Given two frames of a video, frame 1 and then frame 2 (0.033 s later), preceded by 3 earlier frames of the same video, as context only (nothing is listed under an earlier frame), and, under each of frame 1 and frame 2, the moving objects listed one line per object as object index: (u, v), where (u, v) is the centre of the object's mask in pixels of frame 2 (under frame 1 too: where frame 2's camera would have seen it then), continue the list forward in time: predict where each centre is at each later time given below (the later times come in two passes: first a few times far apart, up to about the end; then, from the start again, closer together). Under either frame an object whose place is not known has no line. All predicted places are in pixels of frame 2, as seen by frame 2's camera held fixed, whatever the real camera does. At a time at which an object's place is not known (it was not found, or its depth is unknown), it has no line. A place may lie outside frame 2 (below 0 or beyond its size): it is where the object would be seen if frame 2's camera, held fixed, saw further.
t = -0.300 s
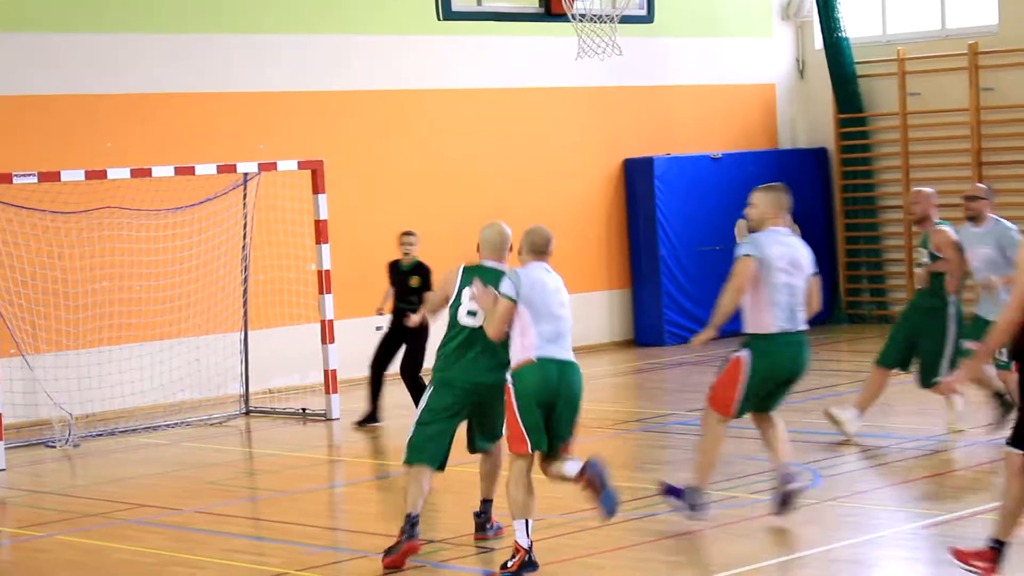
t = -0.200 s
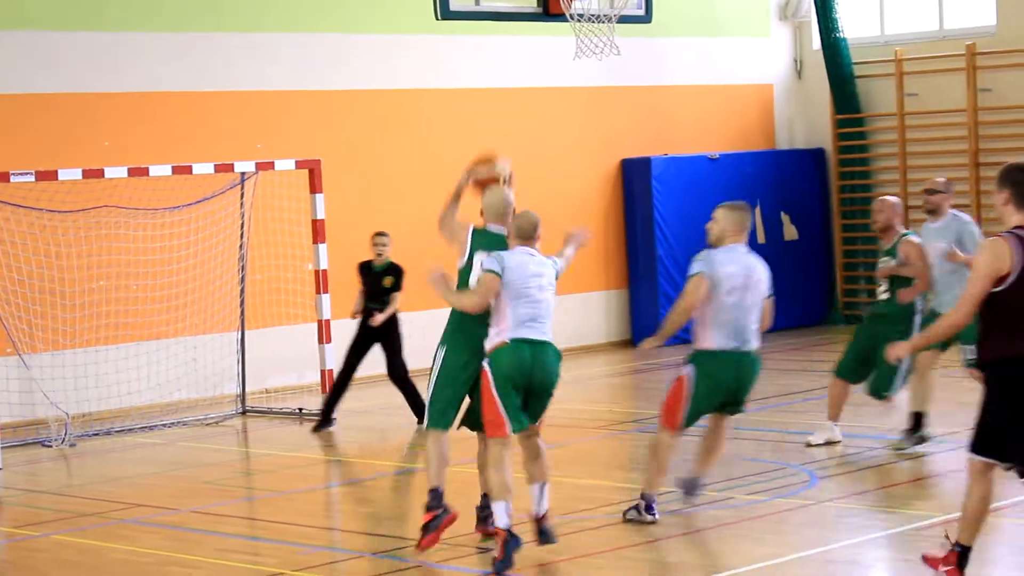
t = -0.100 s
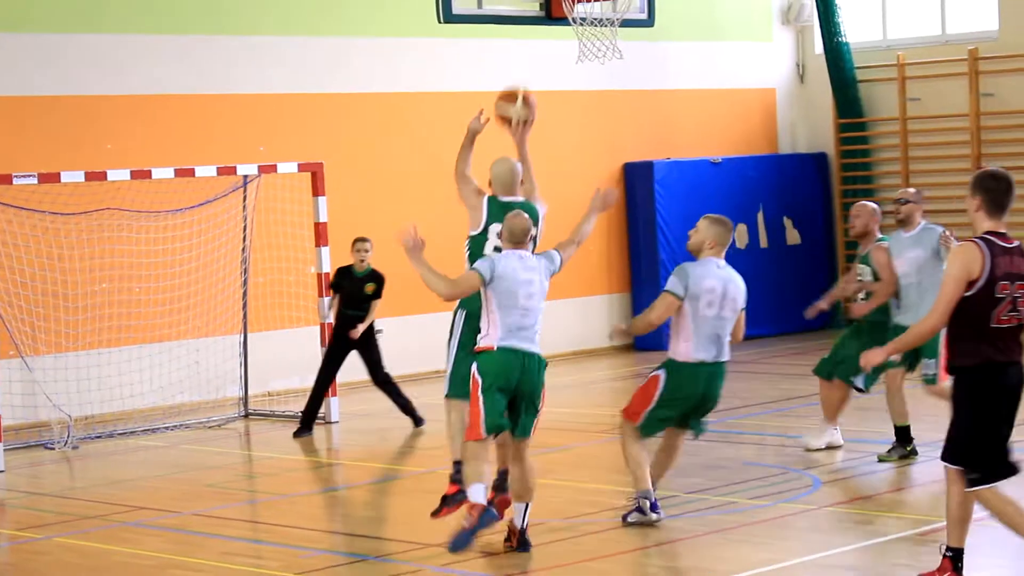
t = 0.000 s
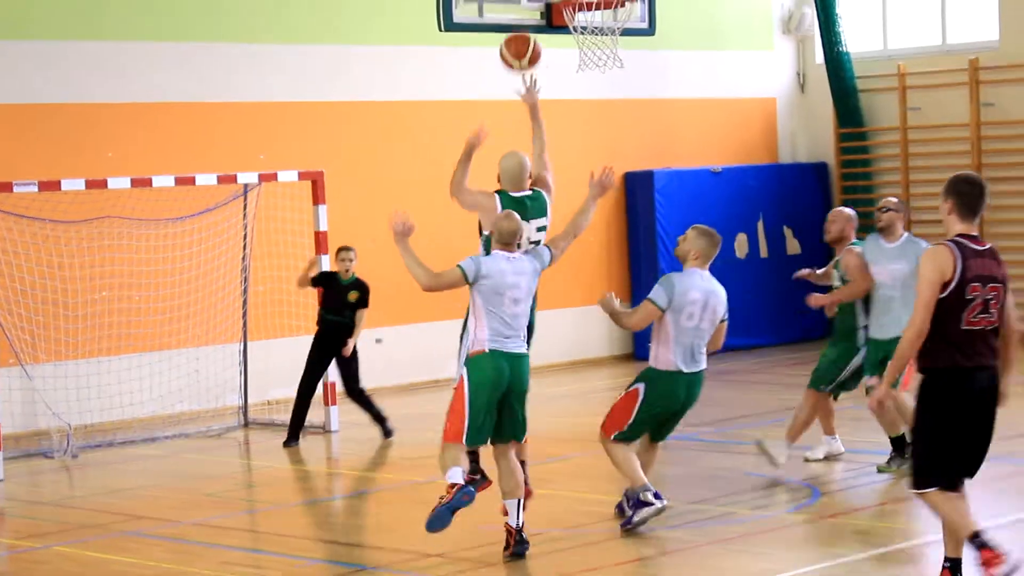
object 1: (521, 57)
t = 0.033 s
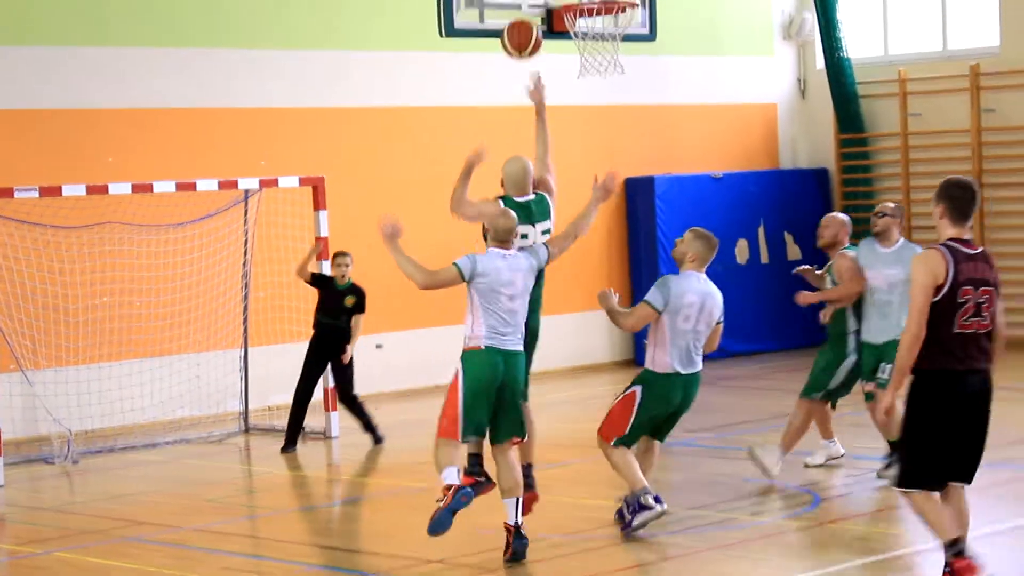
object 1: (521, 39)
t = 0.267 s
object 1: (528, -30)
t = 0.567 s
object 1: (628, 30)
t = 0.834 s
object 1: (629, 90)
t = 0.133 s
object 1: (522, -3)
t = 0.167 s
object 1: (522, -13)
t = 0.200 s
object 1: (523, -21)
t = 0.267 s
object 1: (528, -30)
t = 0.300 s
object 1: (539, -30)
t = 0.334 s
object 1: (551, -28)
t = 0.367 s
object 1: (562, -24)
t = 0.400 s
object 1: (574, -18)
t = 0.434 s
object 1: (587, -13)
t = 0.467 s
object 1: (600, -5)
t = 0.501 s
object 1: (611, 10)
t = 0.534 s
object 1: (621, 25)
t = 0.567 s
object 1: (628, 30)
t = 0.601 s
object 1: (631, 34)
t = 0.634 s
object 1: (632, 37)
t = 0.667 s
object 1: (632, 42)
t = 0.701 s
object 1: (631, 52)
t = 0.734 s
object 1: (631, 56)
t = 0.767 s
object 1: (630, 64)
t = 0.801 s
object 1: (630, 76)
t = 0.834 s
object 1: (629, 90)
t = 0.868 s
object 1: (630, 104)
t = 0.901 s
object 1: (630, 121)
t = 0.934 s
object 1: (630, 139)
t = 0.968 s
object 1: (631, 160)
